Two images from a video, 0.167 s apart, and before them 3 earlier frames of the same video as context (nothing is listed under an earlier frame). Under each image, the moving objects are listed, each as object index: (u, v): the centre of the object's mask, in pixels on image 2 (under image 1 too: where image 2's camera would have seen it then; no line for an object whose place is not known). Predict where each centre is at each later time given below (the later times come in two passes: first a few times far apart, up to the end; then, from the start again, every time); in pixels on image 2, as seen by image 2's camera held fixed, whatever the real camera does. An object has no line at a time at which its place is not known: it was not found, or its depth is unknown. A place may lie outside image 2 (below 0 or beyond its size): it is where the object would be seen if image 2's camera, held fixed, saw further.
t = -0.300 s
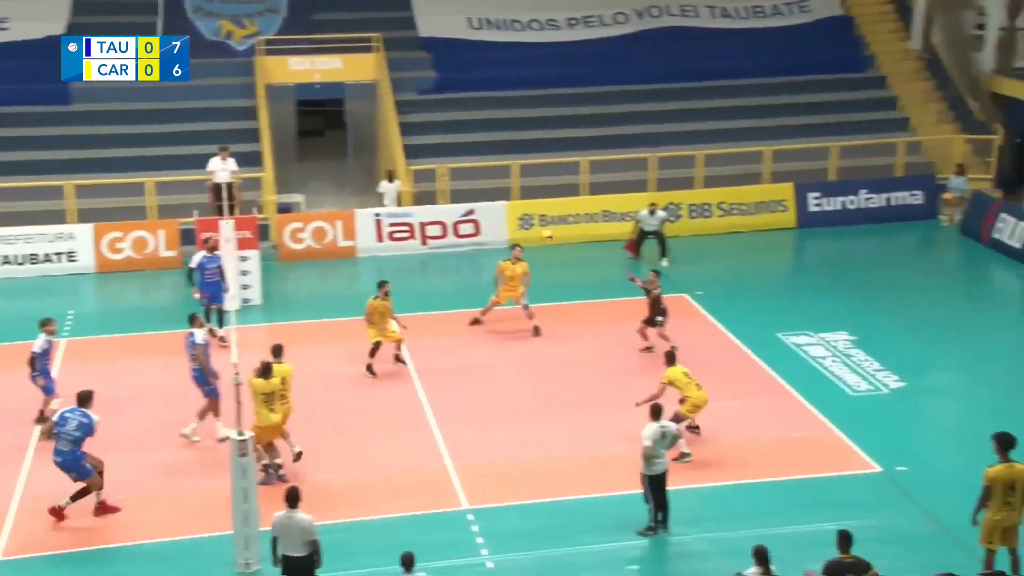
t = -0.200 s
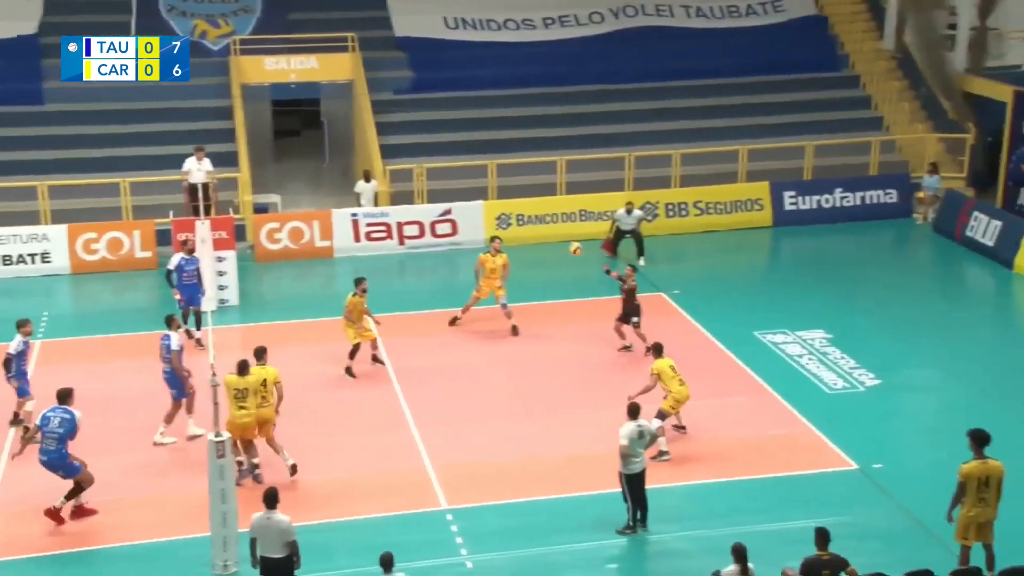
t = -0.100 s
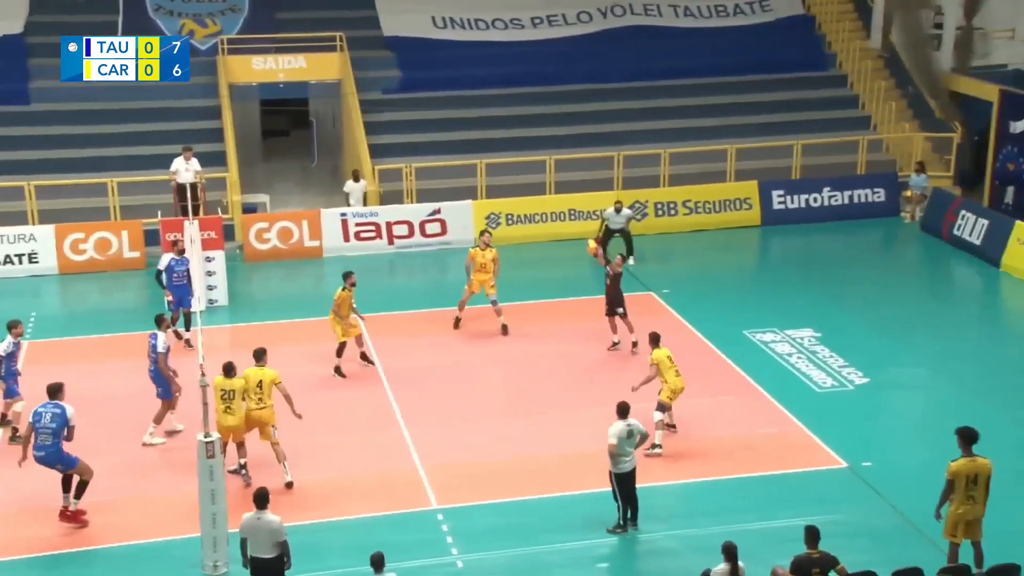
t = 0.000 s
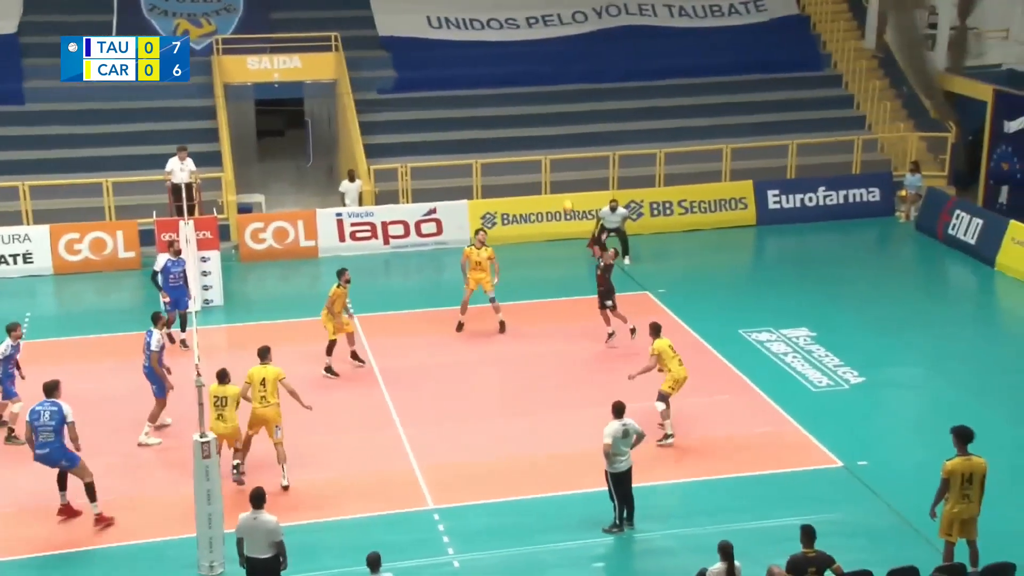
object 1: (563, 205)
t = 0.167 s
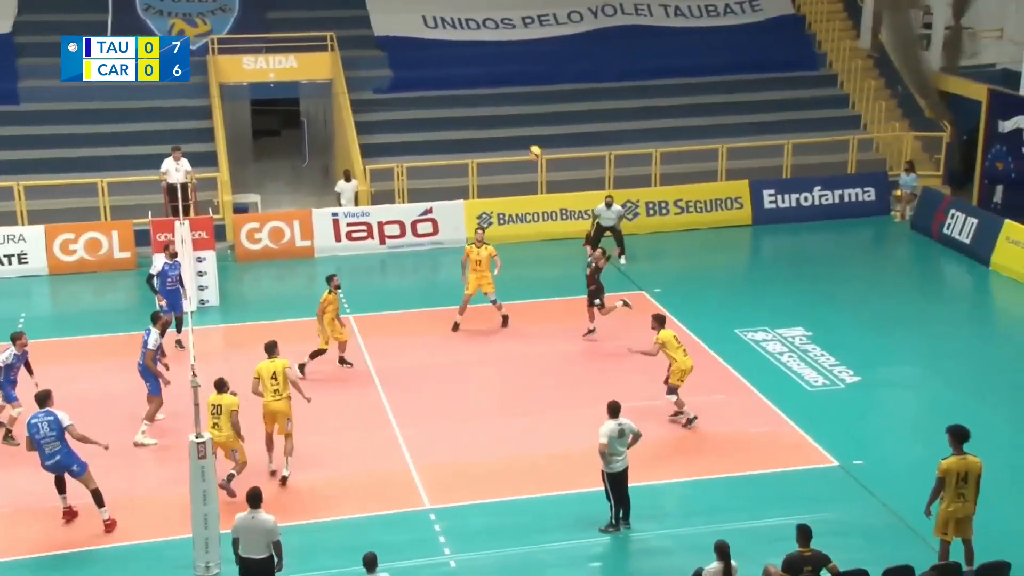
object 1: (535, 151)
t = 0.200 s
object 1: (529, 144)
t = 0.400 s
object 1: (493, 104)
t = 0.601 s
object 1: (458, 87)
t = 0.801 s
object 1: (422, 95)
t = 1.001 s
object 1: (387, 127)
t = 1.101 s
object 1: (370, 152)
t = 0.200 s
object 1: (529, 144)
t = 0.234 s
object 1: (524, 136)
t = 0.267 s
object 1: (517, 128)
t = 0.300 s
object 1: (511, 121)
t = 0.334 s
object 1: (505, 115)
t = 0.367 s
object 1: (499, 109)
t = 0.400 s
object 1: (493, 104)
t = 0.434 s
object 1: (487, 100)
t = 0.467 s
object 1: (481, 96)
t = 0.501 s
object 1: (475, 93)
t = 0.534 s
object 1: (469, 90)
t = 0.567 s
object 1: (464, 89)
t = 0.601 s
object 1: (458, 87)
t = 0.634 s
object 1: (451, 87)
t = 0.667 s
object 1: (445, 87)
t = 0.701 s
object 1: (440, 88)
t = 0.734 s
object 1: (434, 89)
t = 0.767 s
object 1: (428, 92)
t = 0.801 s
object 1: (422, 95)
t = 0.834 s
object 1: (416, 98)
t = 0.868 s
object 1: (410, 103)
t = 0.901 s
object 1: (404, 107)
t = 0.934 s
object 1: (398, 112)
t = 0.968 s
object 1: (393, 120)
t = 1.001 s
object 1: (387, 127)
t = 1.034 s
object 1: (381, 134)
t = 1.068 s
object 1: (375, 143)
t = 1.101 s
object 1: (370, 152)
